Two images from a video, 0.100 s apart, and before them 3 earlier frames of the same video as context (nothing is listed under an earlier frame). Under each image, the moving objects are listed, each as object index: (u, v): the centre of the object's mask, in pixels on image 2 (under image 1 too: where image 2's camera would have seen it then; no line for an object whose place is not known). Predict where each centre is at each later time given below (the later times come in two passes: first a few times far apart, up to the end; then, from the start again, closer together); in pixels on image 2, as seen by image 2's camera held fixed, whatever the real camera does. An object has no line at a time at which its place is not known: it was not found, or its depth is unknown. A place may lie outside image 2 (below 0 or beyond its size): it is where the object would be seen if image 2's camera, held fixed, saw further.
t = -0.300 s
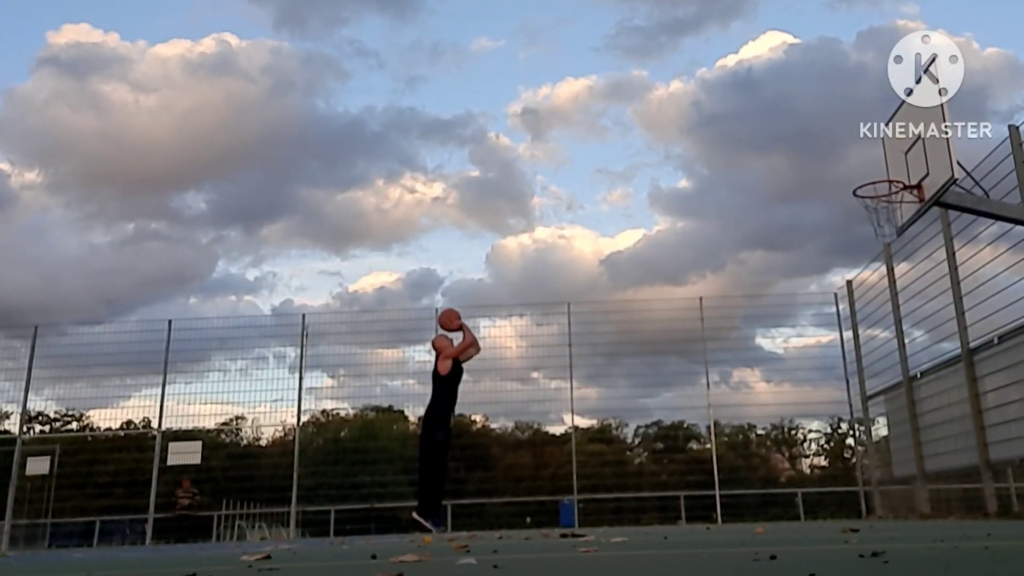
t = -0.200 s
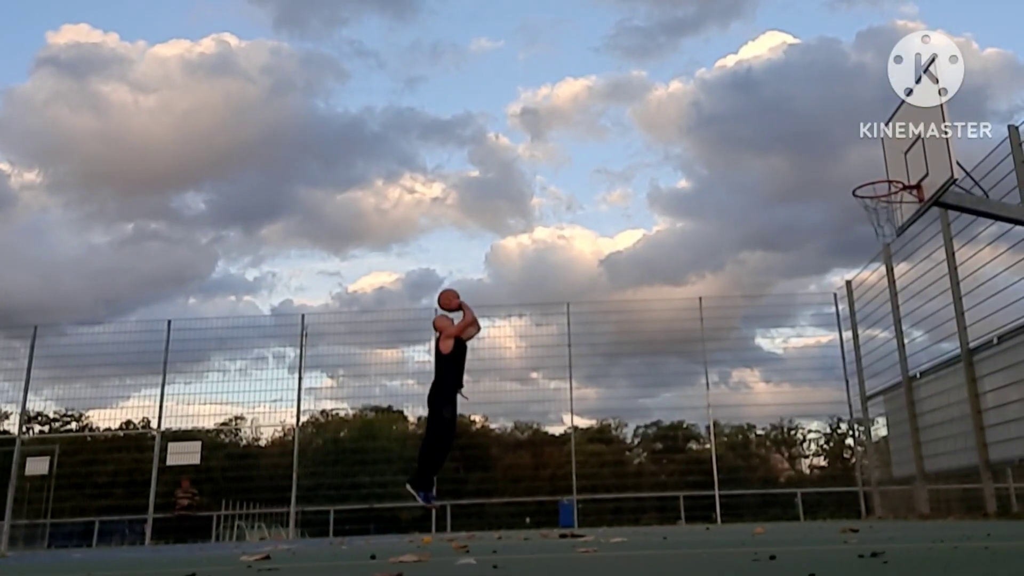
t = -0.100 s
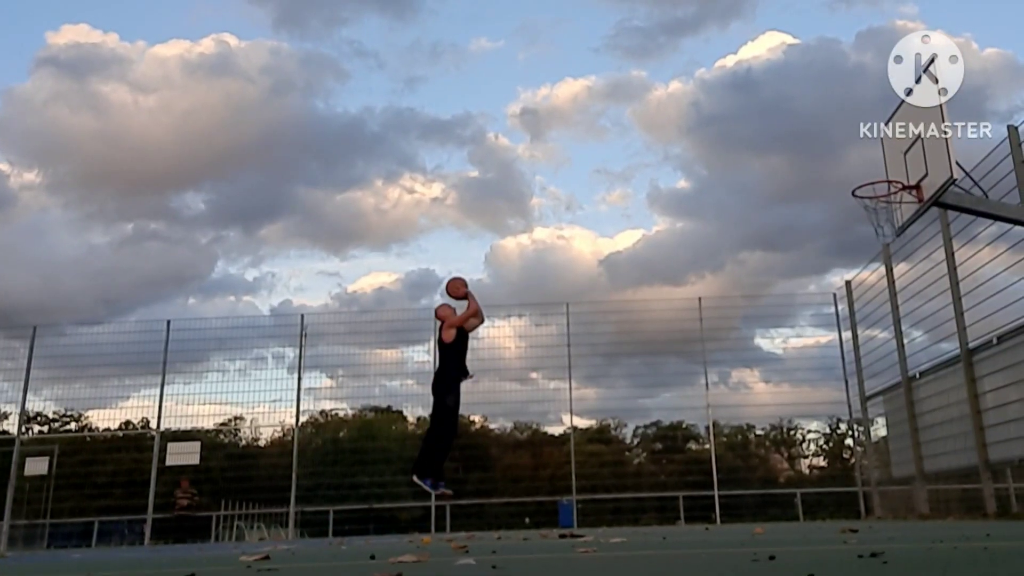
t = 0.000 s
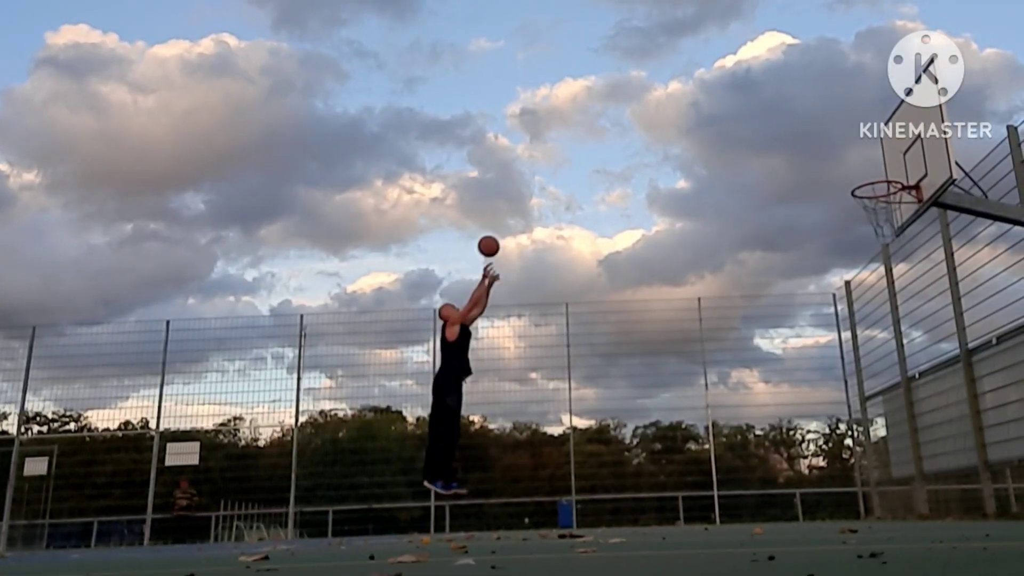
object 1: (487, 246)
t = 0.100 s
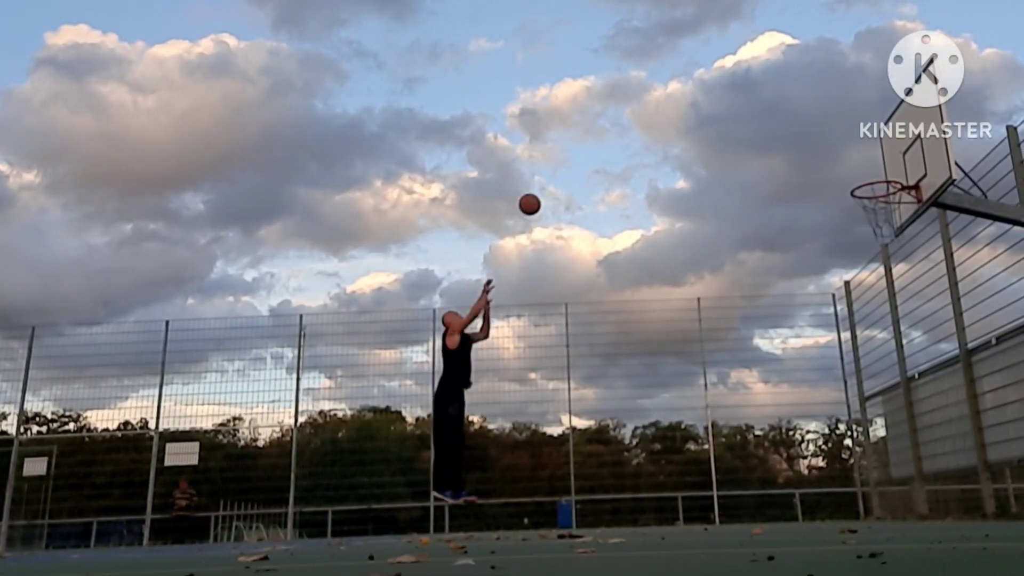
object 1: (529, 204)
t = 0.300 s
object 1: (613, 147)
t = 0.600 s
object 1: (746, 127)
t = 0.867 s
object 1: (876, 176)
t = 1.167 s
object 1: (778, 169)
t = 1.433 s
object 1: (667, 227)
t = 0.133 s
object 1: (544, 192)
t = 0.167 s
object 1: (558, 181)
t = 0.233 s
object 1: (585, 162)
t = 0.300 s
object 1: (613, 147)
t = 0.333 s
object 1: (628, 141)
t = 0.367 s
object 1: (642, 136)
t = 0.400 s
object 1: (656, 132)
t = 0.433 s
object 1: (671, 129)
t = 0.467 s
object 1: (685, 126)
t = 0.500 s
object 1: (700, 125)
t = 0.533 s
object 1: (715, 125)
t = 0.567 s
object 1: (730, 125)
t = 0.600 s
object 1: (746, 127)
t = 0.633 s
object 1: (761, 129)
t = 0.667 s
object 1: (777, 133)
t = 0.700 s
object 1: (793, 137)
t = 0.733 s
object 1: (809, 143)
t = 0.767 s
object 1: (825, 149)
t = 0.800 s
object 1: (842, 157)
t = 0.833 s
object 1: (859, 166)
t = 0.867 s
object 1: (876, 176)
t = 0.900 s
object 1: (888, 184)
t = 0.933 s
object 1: (874, 178)
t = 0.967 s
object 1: (860, 174)
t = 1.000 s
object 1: (847, 170)
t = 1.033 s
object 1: (833, 168)
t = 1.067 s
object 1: (819, 167)
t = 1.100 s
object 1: (806, 166)
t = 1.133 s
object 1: (792, 167)
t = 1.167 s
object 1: (778, 169)
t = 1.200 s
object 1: (765, 172)
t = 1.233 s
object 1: (751, 176)
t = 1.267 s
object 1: (737, 181)
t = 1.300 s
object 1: (723, 188)
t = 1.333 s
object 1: (709, 196)
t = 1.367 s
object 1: (695, 205)
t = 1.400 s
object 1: (681, 215)
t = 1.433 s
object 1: (667, 227)
